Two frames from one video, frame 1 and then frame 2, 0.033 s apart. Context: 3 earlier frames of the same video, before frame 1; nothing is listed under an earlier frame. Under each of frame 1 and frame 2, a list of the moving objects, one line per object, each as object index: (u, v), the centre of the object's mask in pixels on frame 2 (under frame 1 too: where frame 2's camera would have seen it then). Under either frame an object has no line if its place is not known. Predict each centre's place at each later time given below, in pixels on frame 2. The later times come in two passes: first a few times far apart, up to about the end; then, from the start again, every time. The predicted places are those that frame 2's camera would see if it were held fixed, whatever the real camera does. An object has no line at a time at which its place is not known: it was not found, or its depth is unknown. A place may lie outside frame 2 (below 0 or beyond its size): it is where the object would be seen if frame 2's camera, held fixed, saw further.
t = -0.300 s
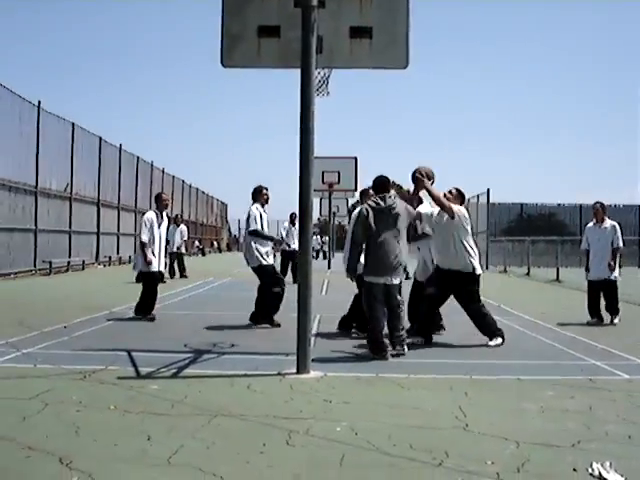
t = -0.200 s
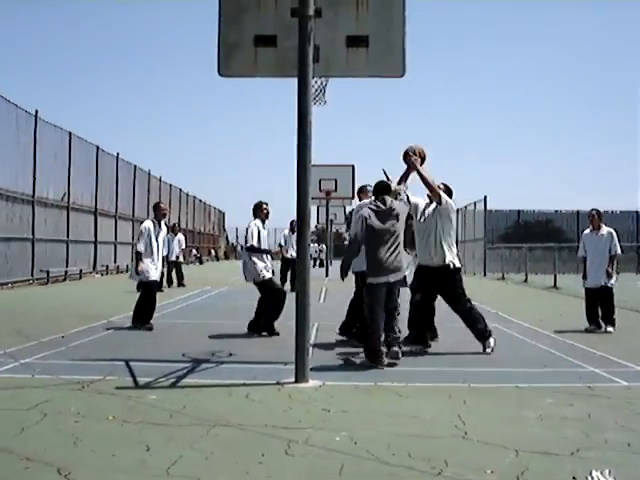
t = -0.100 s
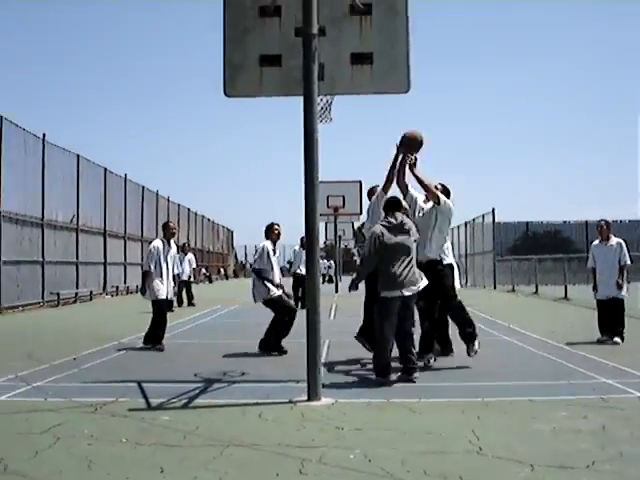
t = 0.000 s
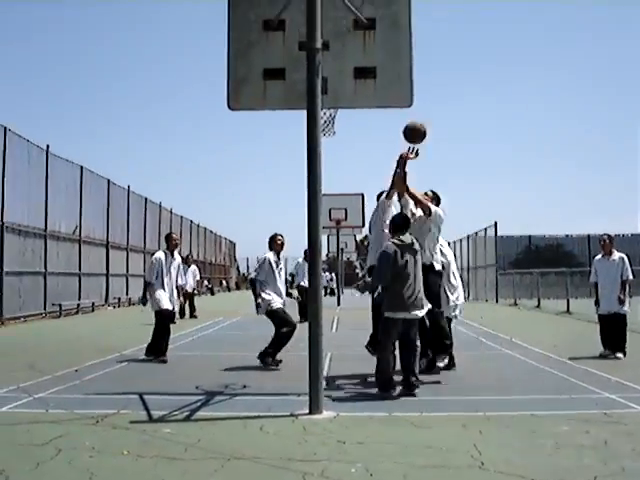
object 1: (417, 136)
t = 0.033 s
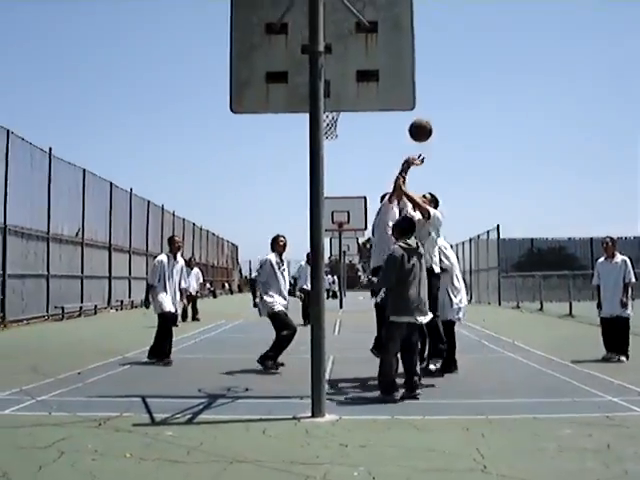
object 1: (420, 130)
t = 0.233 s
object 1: (444, 120)
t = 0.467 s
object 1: (480, 162)
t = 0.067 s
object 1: (424, 126)
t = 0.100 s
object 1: (427, 122)
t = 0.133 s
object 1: (431, 120)
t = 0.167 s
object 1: (435, 119)
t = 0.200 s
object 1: (440, 119)
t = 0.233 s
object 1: (444, 120)
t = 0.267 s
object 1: (448, 122)
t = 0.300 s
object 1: (453, 125)
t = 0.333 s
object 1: (458, 129)
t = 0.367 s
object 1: (463, 136)
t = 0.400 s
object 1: (468, 143)
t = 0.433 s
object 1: (474, 152)
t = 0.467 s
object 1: (480, 162)
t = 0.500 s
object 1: (486, 174)
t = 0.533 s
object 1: (492, 188)
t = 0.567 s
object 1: (499, 205)
